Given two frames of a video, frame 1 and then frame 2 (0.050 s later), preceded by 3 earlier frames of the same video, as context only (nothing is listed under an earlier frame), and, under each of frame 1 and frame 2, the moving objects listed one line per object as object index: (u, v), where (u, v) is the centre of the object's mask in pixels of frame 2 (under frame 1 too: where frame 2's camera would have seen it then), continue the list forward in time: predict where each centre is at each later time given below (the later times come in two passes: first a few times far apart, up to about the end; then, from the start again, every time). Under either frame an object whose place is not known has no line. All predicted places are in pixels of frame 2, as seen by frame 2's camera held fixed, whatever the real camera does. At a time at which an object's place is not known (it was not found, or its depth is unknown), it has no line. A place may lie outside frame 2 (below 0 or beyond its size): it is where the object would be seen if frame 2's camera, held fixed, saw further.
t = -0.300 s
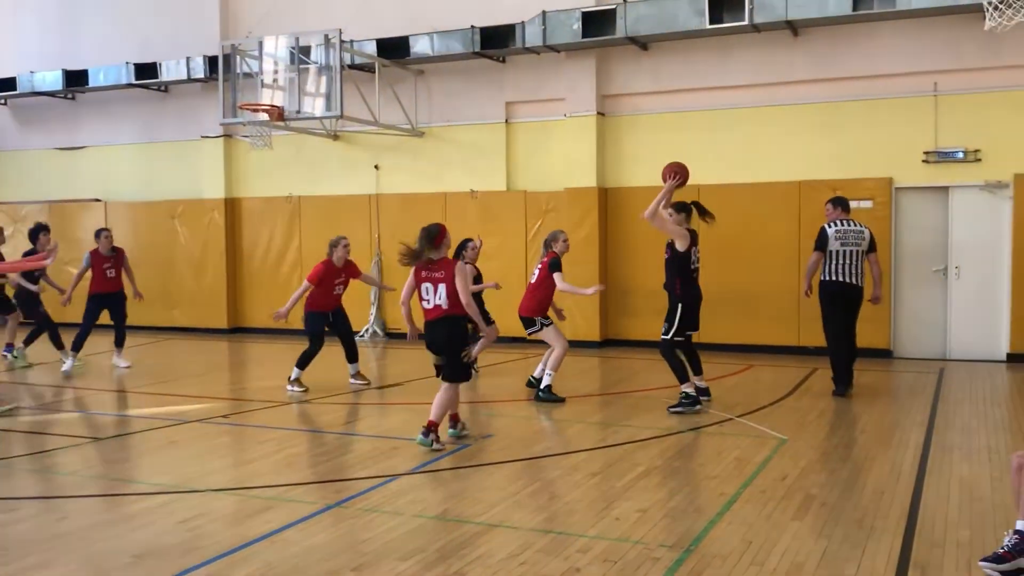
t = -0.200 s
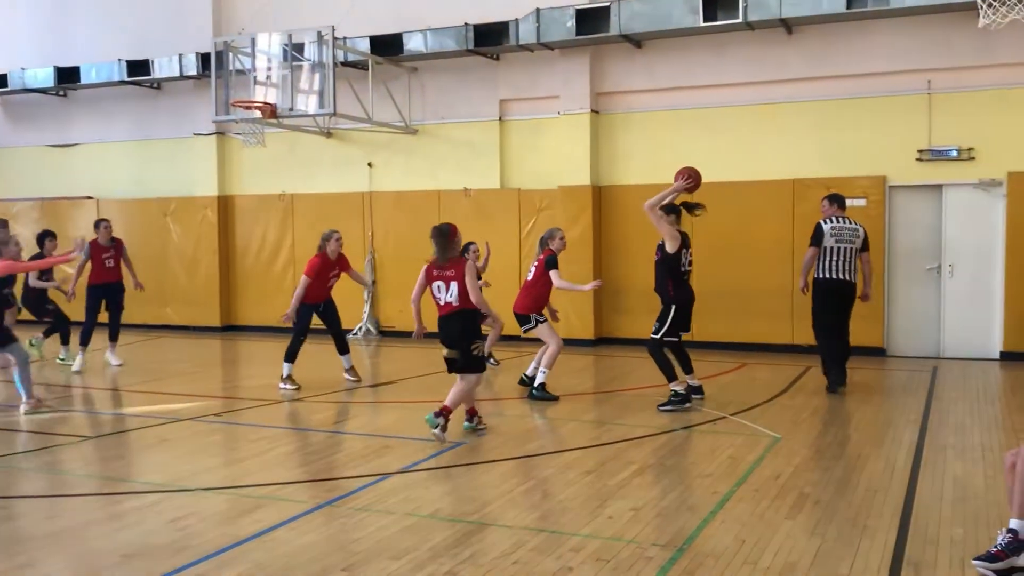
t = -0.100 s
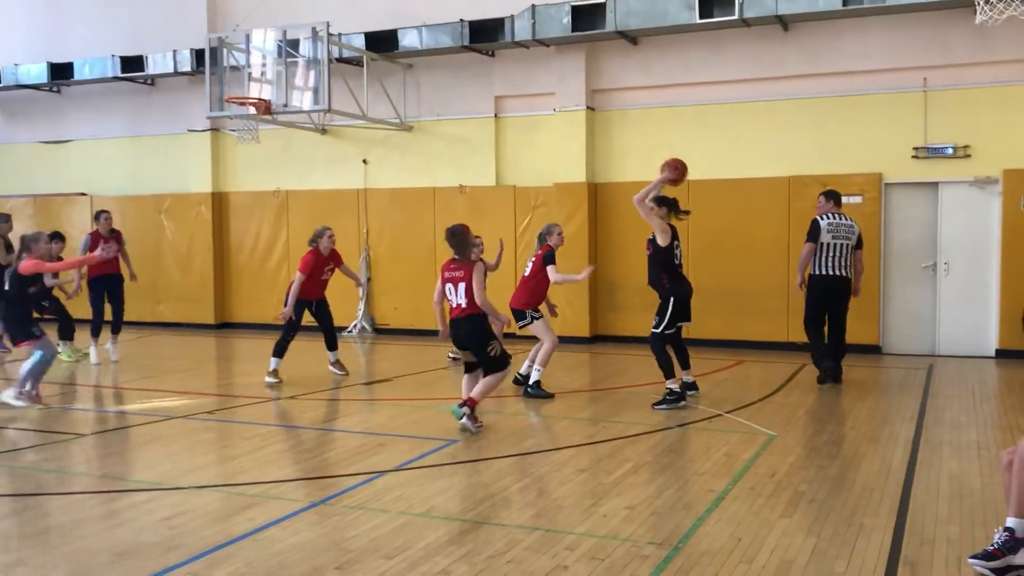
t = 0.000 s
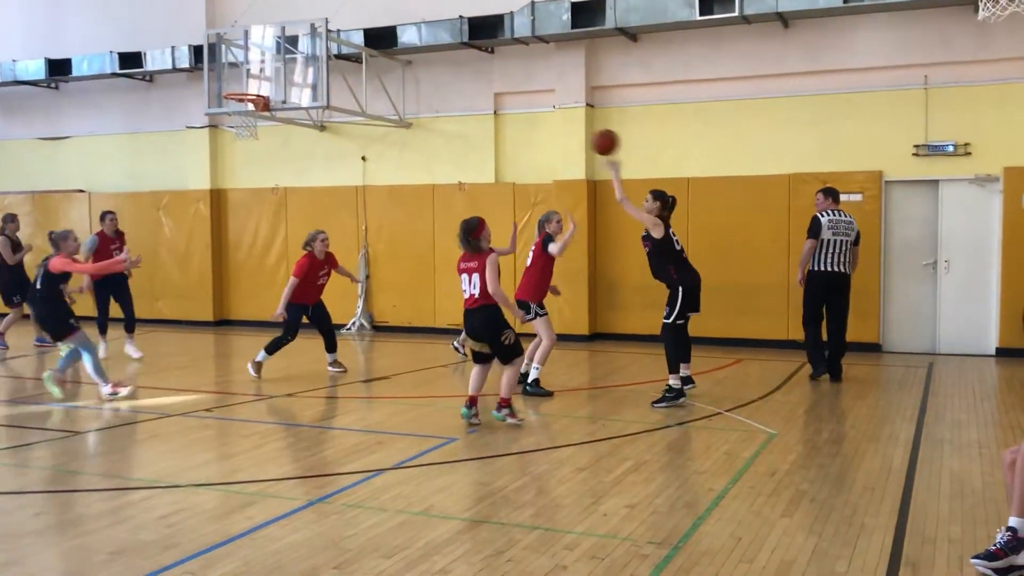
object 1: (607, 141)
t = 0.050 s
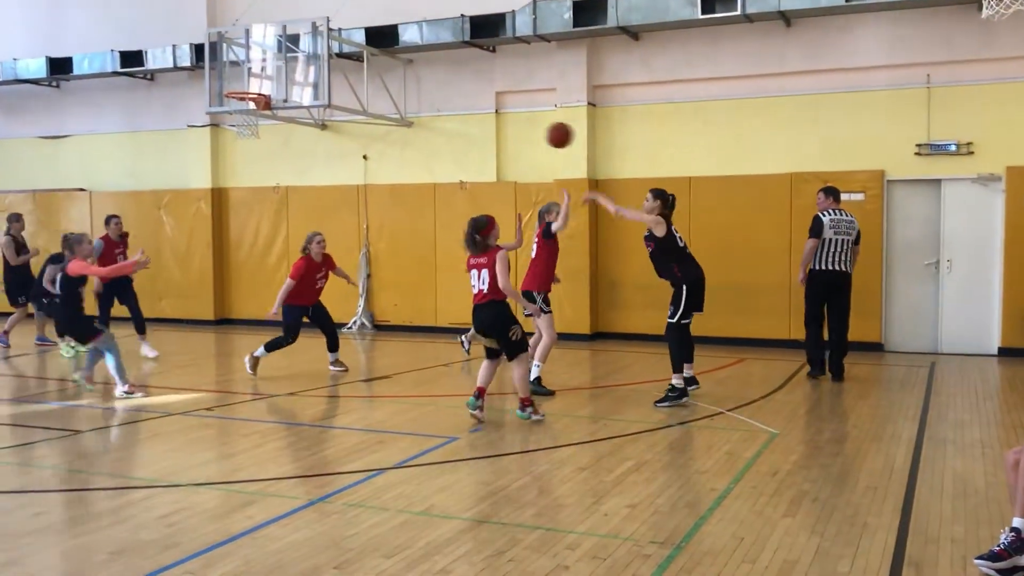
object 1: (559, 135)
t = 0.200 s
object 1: (424, 133)
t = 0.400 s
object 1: (258, 168)
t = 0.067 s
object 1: (544, 133)
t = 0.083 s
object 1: (529, 132)
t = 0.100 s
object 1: (514, 132)
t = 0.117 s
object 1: (498, 131)
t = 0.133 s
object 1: (482, 131)
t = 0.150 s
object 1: (468, 131)
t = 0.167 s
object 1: (453, 132)
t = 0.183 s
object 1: (439, 132)
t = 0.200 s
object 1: (424, 133)
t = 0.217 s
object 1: (410, 135)
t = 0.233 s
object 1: (395, 136)
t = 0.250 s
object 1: (381, 138)
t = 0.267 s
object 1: (367, 140)
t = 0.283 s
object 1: (353, 143)
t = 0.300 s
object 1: (339, 146)
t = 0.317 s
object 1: (325, 149)
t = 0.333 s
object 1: (312, 152)
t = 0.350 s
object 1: (298, 156)
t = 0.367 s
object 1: (285, 160)
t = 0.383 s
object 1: (272, 164)
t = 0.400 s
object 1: (258, 168)
